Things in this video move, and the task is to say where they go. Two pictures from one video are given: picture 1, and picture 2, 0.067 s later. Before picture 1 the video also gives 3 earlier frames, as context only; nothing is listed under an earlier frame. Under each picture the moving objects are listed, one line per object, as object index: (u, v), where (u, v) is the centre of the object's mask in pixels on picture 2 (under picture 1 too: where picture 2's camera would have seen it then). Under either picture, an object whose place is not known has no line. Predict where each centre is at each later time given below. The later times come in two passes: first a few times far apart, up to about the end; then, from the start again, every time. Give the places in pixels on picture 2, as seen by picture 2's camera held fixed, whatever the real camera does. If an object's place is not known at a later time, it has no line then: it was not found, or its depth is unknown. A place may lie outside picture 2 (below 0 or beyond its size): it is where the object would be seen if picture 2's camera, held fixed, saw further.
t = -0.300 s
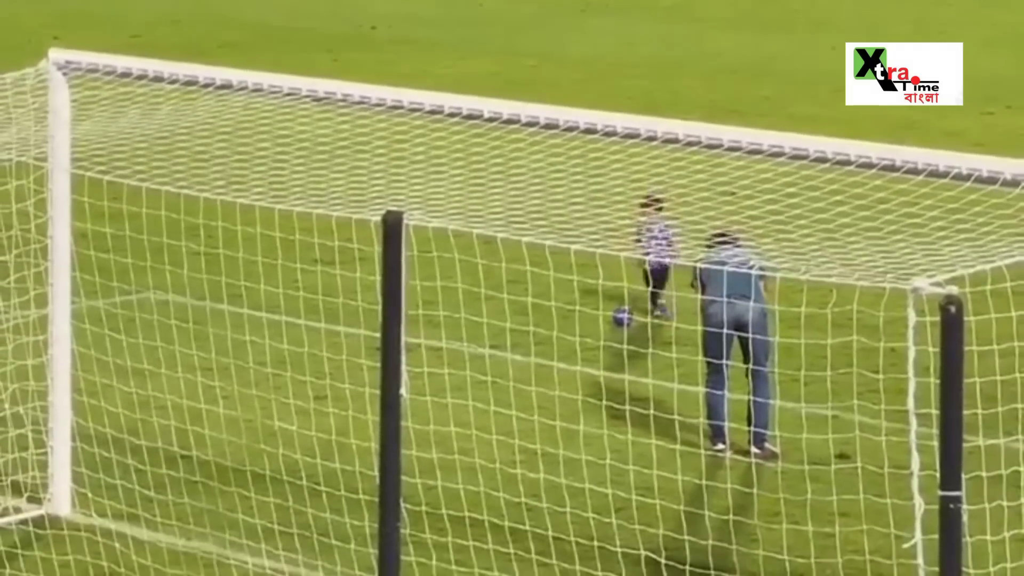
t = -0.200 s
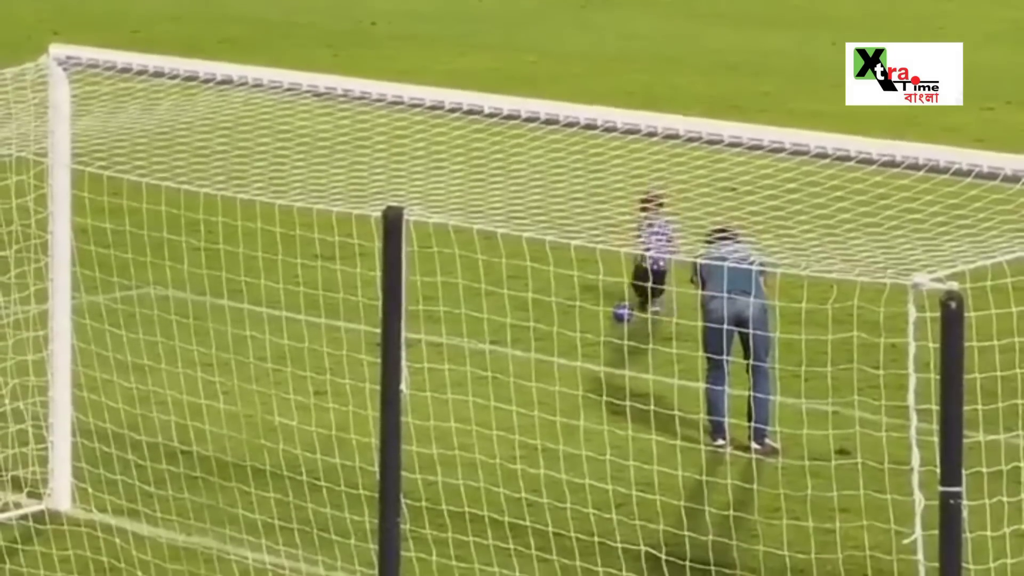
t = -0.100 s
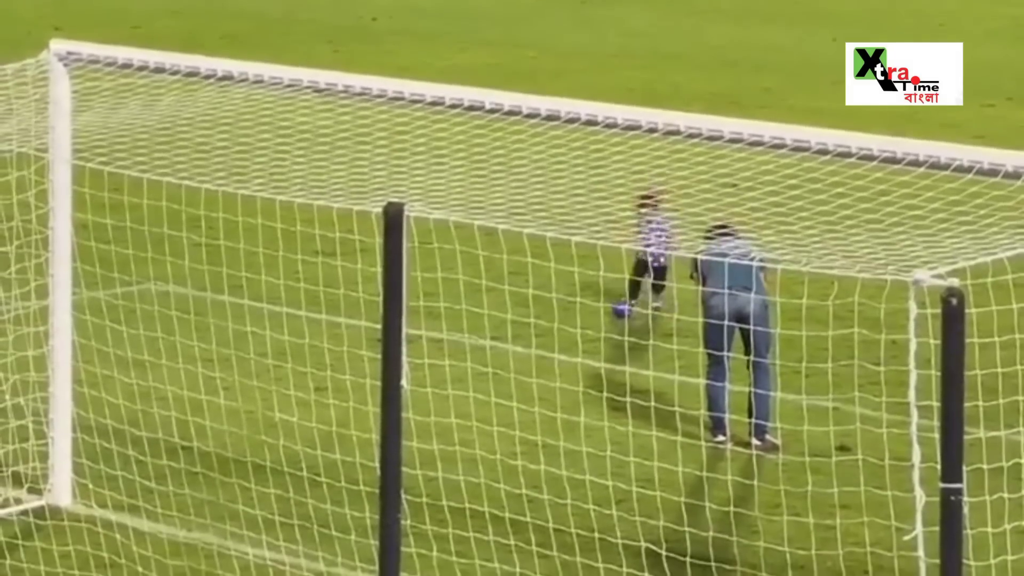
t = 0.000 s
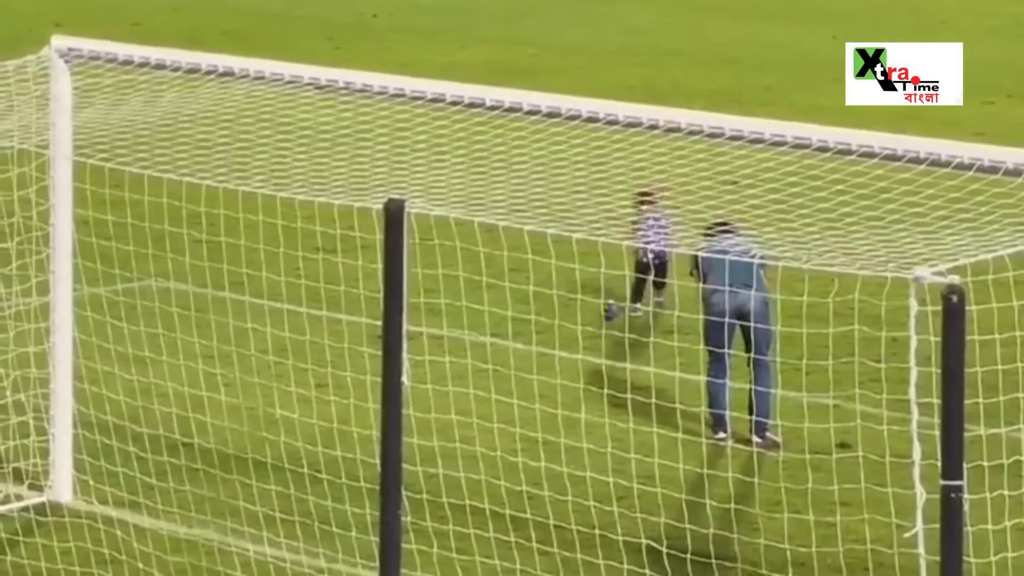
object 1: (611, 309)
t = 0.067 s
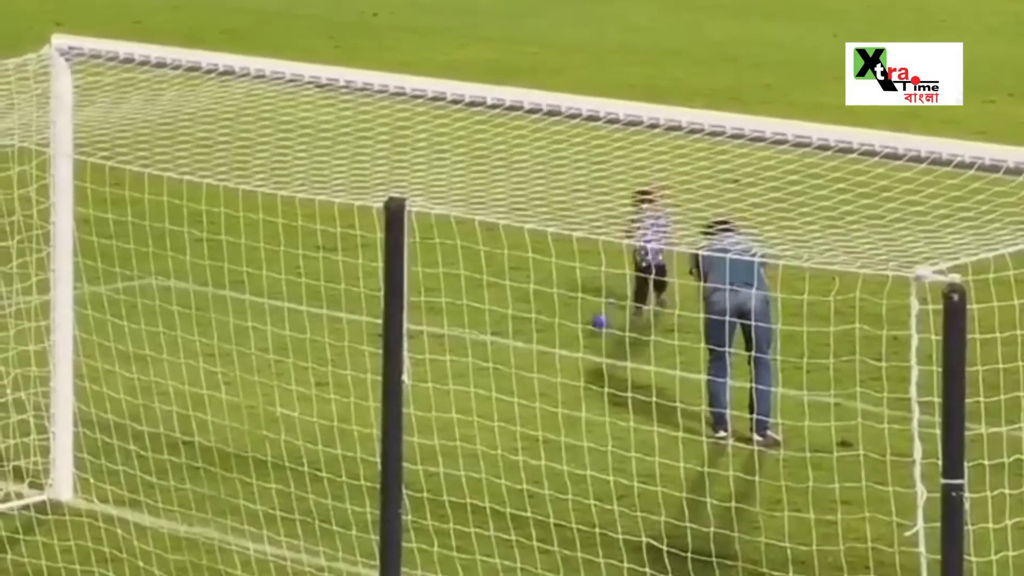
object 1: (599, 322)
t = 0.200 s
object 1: (589, 328)
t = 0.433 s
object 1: (573, 344)
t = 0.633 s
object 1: (561, 351)
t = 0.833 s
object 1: (547, 359)
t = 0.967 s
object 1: (540, 362)
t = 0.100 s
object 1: (598, 325)
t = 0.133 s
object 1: (593, 326)
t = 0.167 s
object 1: (592, 326)
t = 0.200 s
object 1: (589, 328)
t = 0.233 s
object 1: (585, 332)
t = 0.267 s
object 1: (583, 336)
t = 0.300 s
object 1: (580, 339)
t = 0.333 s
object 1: (578, 340)
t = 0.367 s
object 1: (576, 341)
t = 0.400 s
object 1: (574, 343)
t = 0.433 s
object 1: (573, 344)
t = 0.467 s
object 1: (572, 344)
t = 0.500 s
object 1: (571, 345)
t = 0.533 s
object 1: (568, 346)
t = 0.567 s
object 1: (566, 347)
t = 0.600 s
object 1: (564, 349)
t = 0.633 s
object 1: (561, 351)
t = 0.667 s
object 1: (557, 352)
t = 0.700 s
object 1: (555, 352)
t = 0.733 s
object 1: (553, 354)
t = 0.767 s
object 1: (550, 356)
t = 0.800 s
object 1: (549, 357)
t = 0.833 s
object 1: (547, 359)
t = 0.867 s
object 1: (545, 359)
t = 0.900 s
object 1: (545, 360)
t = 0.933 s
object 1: (542, 360)
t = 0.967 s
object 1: (540, 362)
